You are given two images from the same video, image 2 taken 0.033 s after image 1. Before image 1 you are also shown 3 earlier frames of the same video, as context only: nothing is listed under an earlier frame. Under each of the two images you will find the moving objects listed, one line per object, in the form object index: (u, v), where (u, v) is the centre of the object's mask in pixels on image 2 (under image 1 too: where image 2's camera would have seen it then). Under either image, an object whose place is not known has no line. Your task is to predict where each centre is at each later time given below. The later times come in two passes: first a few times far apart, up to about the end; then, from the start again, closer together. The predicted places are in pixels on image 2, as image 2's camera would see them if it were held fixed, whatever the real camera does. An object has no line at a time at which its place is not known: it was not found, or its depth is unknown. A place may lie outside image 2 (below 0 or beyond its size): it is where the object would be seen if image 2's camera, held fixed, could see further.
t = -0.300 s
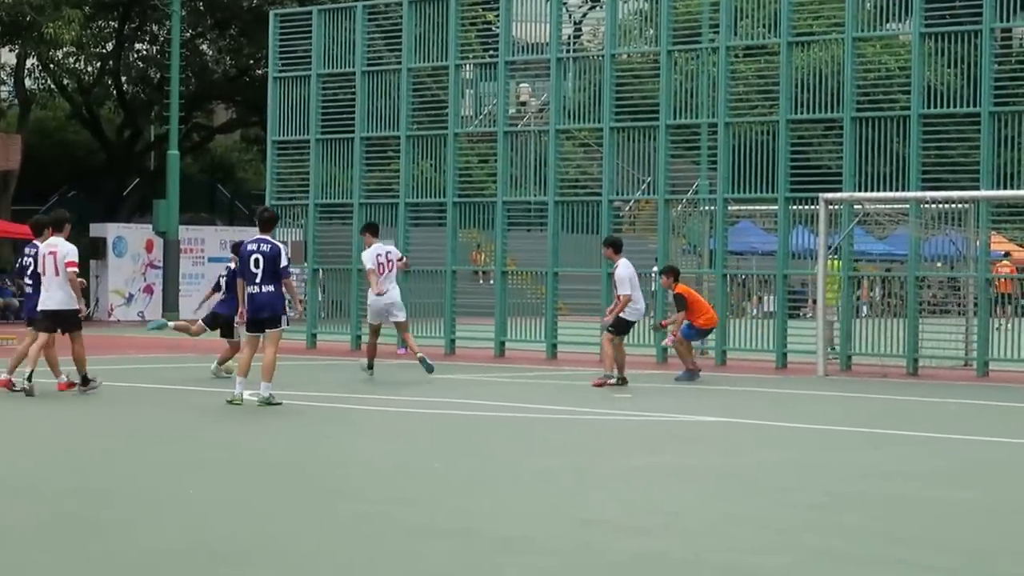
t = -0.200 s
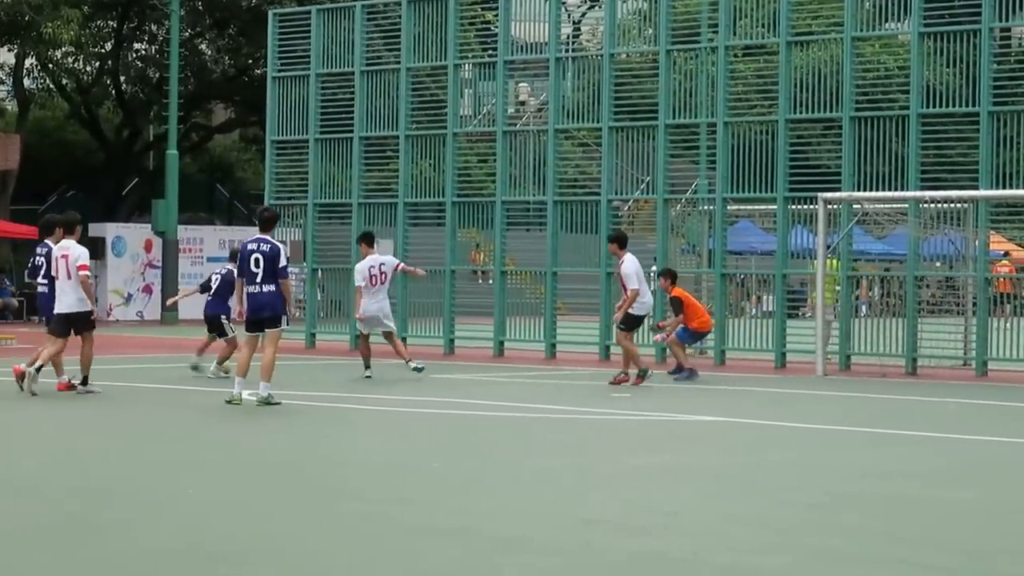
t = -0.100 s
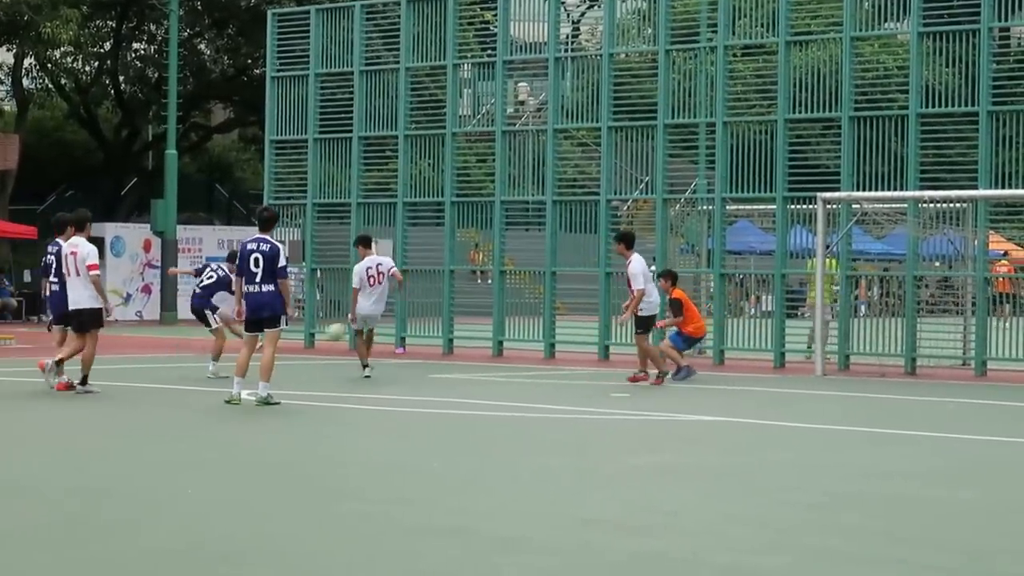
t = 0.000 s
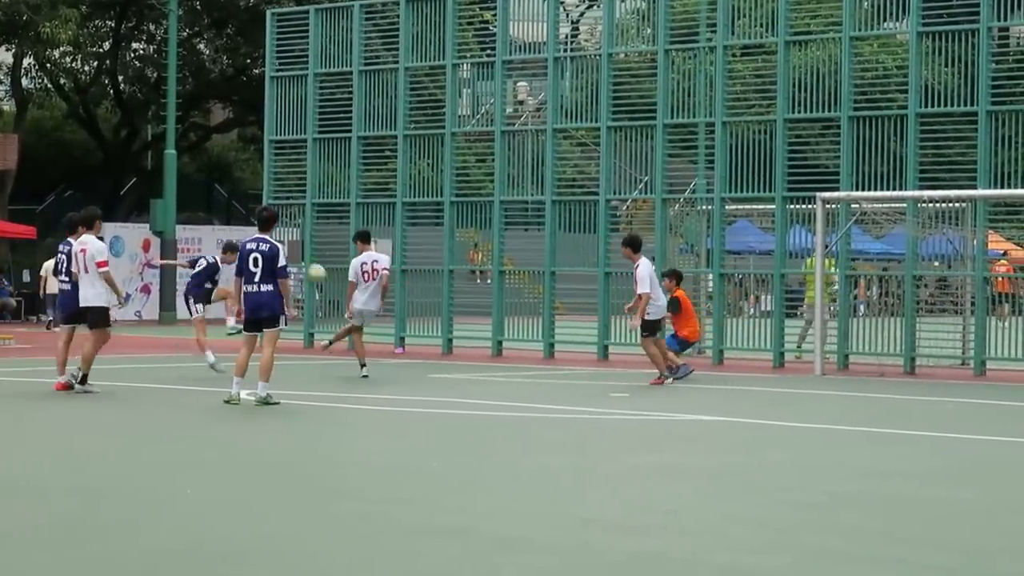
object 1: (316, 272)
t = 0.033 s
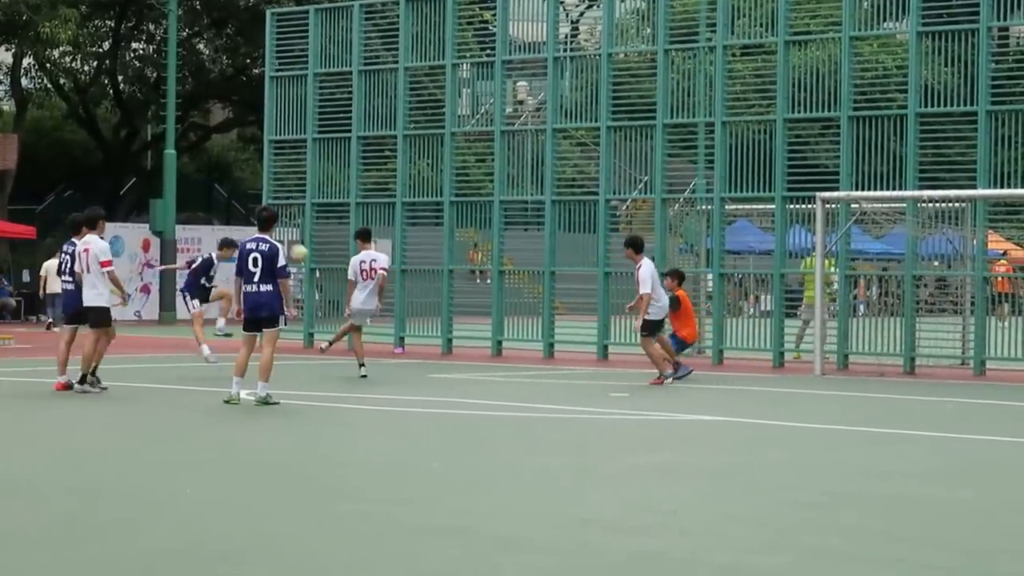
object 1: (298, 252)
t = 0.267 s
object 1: (194, 149)
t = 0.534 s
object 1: (92, 89)
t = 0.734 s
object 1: (23, 81)
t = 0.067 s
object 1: (283, 234)
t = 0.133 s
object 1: (252, 201)
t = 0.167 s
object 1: (237, 187)
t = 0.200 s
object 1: (223, 173)
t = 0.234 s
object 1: (208, 160)
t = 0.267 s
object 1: (194, 149)
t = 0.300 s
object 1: (181, 137)
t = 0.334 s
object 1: (167, 127)
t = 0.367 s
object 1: (154, 120)
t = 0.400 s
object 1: (141, 112)
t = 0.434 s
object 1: (128, 105)
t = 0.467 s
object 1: (116, 99)
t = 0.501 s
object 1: (103, 94)
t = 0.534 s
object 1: (92, 89)
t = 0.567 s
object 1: (80, 86)
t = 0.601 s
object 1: (68, 83)
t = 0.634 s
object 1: (57, 81)
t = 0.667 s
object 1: (46, 81)
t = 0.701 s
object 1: (35, 80)
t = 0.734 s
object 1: (23, 81)
